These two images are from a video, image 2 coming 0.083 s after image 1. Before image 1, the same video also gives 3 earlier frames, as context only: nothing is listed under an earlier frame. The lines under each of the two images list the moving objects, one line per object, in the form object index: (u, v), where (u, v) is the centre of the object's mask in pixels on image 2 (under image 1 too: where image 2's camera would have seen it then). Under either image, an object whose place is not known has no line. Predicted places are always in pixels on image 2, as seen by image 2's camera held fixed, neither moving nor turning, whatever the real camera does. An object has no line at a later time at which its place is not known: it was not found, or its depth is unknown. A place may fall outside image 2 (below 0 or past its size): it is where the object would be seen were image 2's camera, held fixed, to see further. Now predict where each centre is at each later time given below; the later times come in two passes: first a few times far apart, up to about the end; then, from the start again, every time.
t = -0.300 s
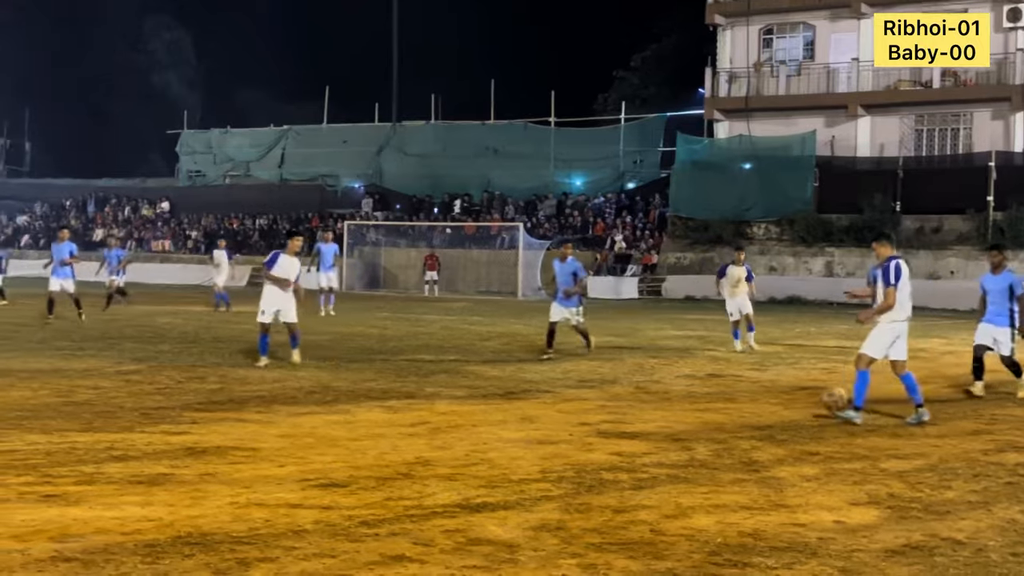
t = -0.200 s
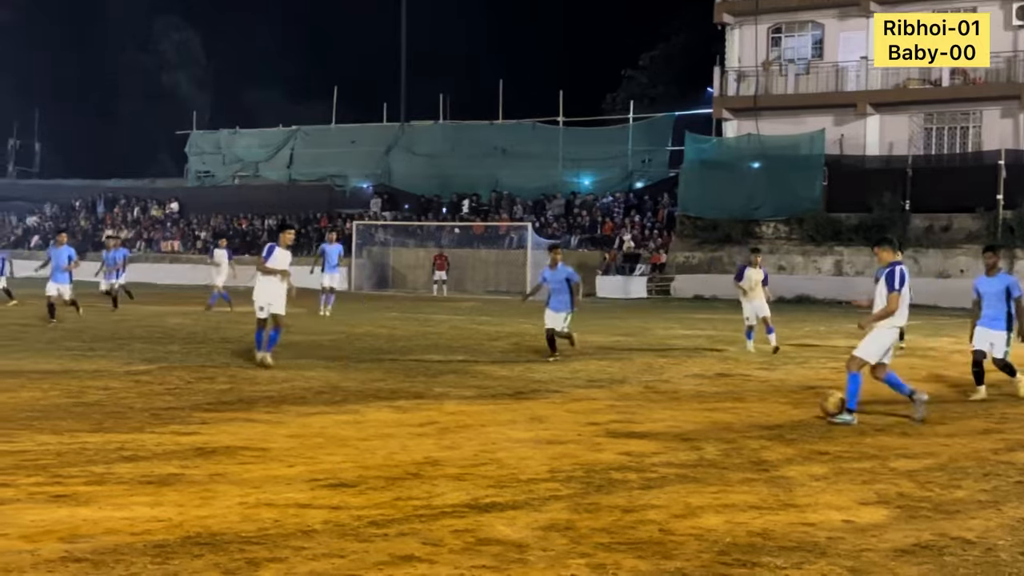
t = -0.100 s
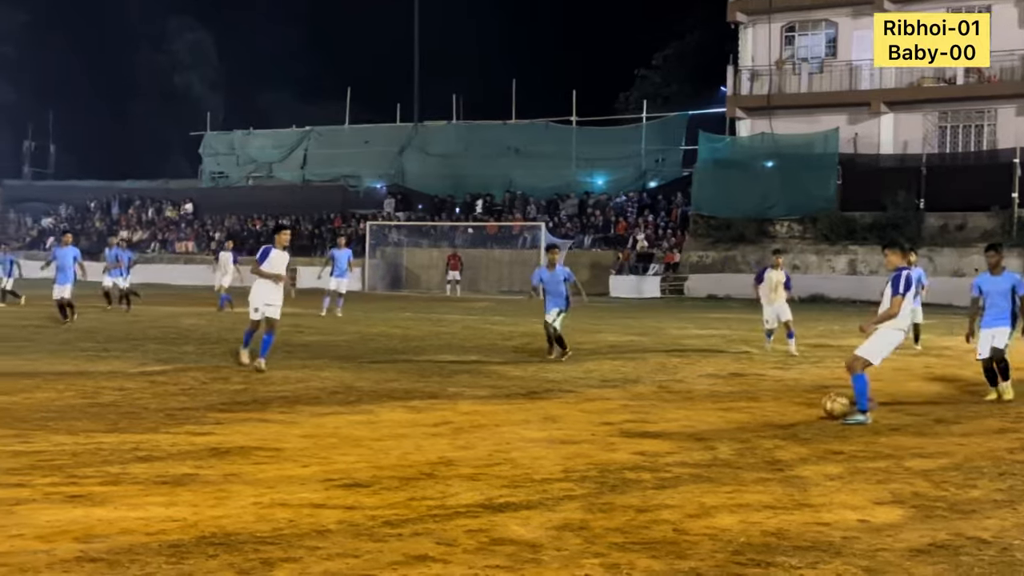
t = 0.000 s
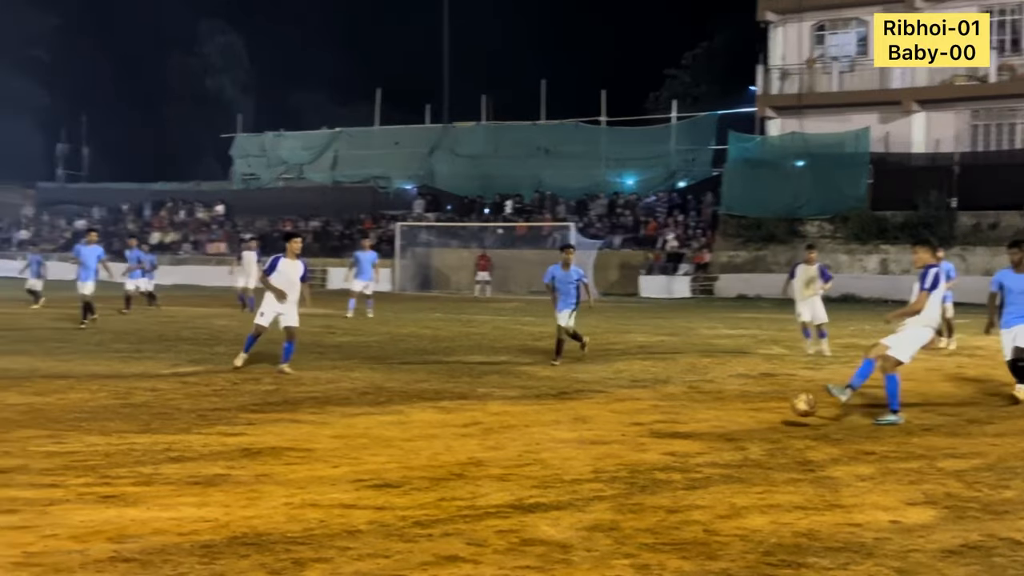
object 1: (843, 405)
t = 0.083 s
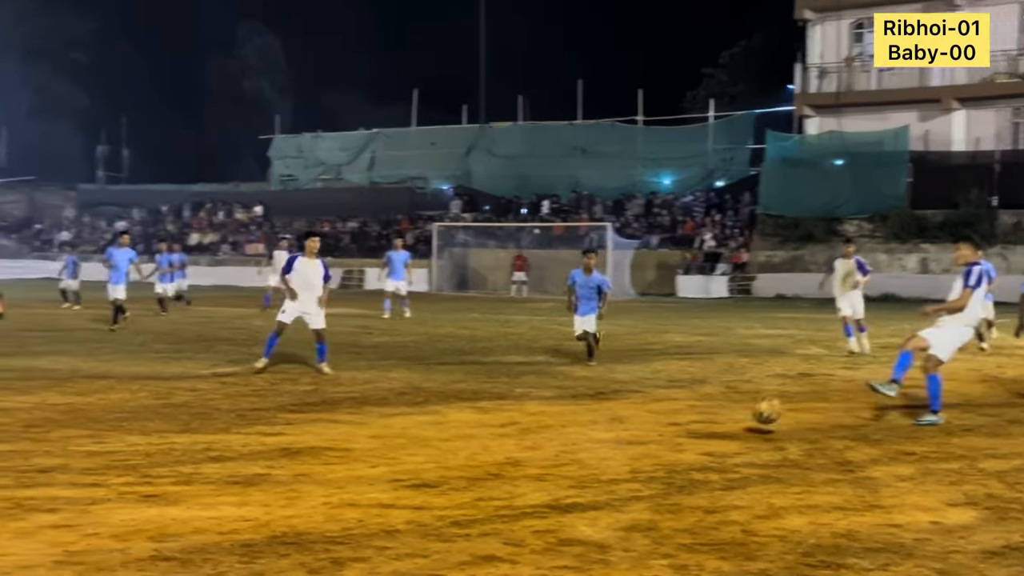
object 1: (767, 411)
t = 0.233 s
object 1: (613, 435)
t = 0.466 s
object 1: (361, 465)
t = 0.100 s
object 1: (750, 414)
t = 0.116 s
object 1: (733, 418)
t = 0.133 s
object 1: (714, 422)
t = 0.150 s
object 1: (699, 424)
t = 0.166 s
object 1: (679, 428)
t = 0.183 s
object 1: (661, 432)
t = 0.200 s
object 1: (645, 433)
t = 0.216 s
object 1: (629, 434)
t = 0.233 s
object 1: (613, 435)
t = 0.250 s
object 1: (595, 436)
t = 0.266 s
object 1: (578, 438)
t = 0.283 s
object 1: (560, 440)
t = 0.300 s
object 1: (543, 443)
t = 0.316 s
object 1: (526, 446)
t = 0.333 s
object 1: (508, 448)
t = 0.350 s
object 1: (489, 452)
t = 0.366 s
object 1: (471, 454)
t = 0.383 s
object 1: (453, 454)
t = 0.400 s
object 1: (436, 456)
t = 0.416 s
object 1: (417, 457)
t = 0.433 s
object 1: (399, 459)
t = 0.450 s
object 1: (379, 463)
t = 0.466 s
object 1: (361, 465)
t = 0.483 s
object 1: (342, 468)
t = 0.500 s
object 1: (322, 471)
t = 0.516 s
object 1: (305, 472)
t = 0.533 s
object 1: (285, 472)
